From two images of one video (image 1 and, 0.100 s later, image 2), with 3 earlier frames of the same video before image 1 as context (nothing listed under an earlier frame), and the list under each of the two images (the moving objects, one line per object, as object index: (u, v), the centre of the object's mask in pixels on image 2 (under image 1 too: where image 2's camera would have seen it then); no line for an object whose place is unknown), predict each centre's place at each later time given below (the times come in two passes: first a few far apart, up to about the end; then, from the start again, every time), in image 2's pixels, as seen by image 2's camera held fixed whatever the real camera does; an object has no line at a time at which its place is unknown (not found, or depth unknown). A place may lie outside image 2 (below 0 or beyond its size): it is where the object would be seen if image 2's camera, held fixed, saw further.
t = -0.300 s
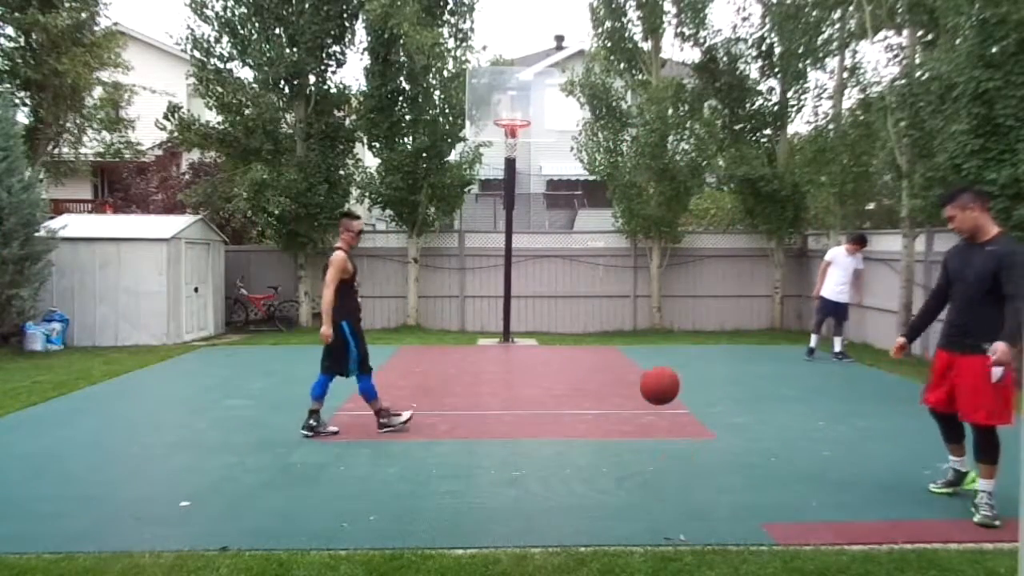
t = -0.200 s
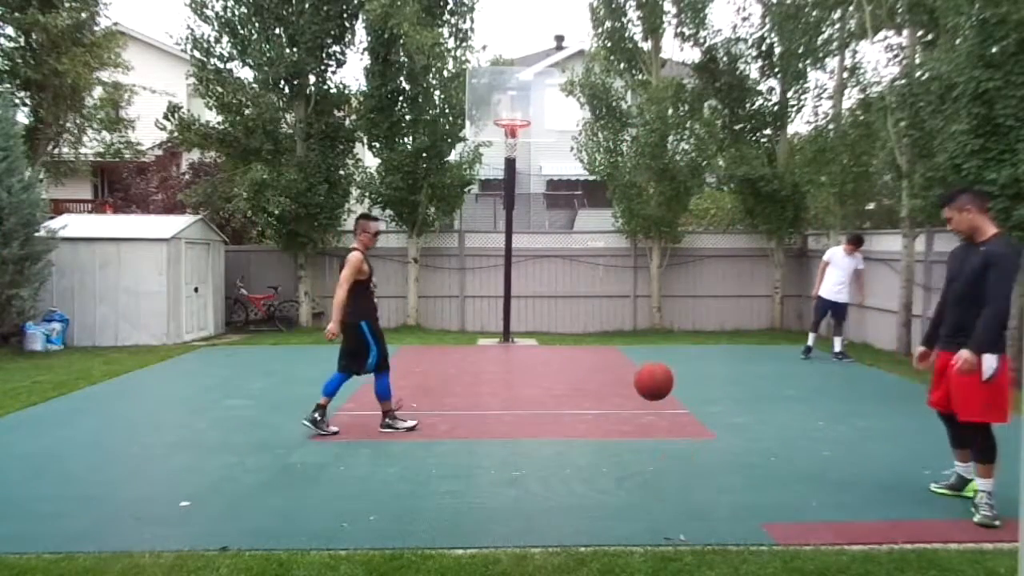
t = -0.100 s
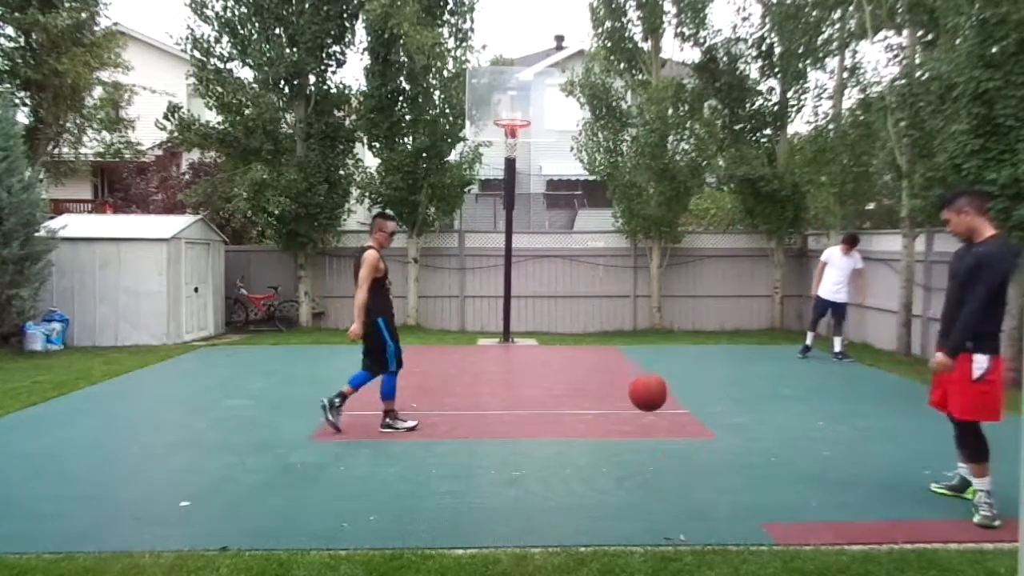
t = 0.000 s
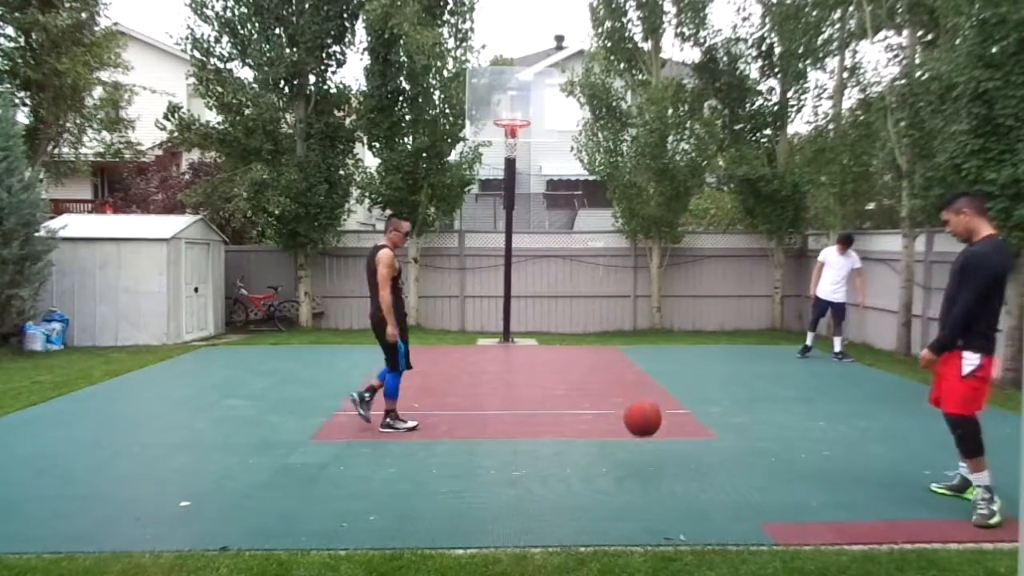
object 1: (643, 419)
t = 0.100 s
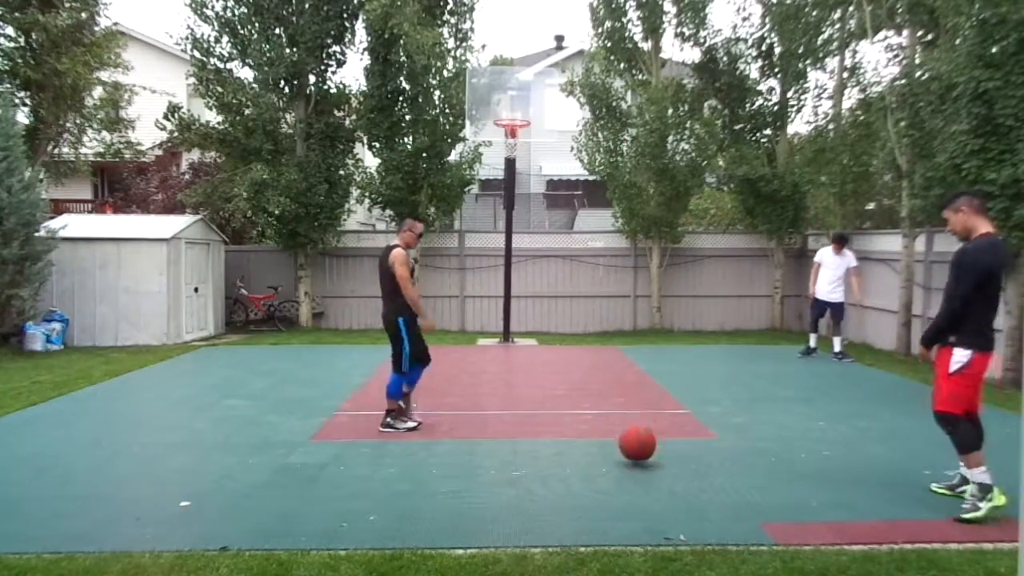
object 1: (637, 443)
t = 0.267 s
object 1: (631, 398)
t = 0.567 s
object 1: (620, 415)
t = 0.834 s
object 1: (612, 392)
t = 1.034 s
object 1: (607, 407)
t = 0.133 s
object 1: (636, 431)
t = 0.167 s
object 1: (634, 421)
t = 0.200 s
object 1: (633, 411)
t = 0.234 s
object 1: (632, 403)
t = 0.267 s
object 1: (631, 398)
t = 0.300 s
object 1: (629, 393)
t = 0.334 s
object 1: (628, 391)
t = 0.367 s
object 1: (627, 390)
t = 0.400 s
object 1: (626, 390)
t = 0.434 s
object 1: (625, 392)
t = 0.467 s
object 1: (623, 395)
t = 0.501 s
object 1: (622, 401)
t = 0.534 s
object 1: (621, 407)
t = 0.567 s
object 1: (620, 415)
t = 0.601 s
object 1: (618, 425)
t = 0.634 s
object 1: (617, 431)
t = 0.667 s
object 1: (617, 421)
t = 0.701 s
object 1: (616, 411)
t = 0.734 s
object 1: (615, 404)
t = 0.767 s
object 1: (614, 399)
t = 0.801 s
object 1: (613, 395)
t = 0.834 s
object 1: (612, 392)
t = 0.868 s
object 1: (611, 391)
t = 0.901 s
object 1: (610, 391)
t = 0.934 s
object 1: (610, 393)
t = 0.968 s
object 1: (609, 395)
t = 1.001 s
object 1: (608, 401)
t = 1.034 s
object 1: (607, 407)
